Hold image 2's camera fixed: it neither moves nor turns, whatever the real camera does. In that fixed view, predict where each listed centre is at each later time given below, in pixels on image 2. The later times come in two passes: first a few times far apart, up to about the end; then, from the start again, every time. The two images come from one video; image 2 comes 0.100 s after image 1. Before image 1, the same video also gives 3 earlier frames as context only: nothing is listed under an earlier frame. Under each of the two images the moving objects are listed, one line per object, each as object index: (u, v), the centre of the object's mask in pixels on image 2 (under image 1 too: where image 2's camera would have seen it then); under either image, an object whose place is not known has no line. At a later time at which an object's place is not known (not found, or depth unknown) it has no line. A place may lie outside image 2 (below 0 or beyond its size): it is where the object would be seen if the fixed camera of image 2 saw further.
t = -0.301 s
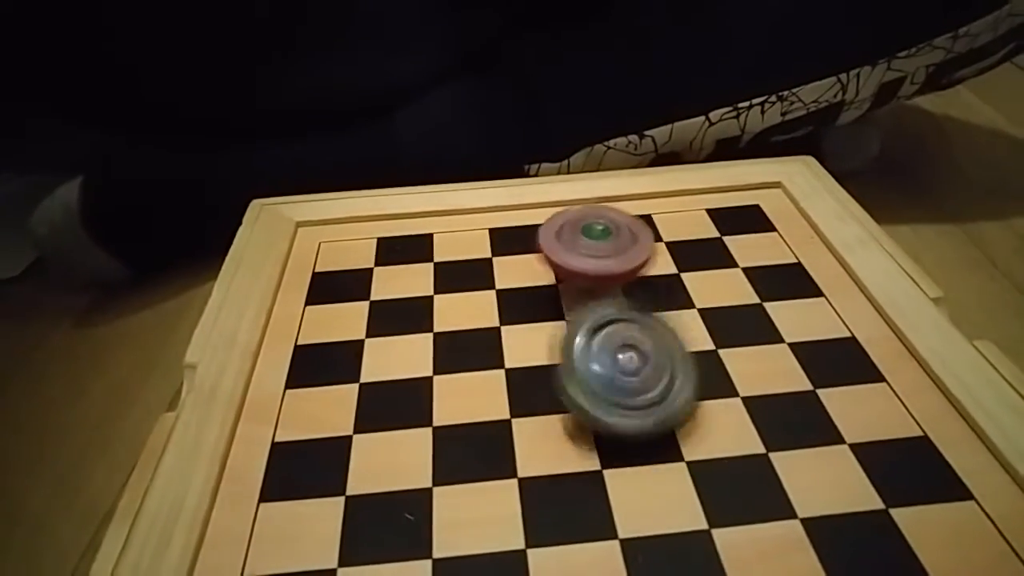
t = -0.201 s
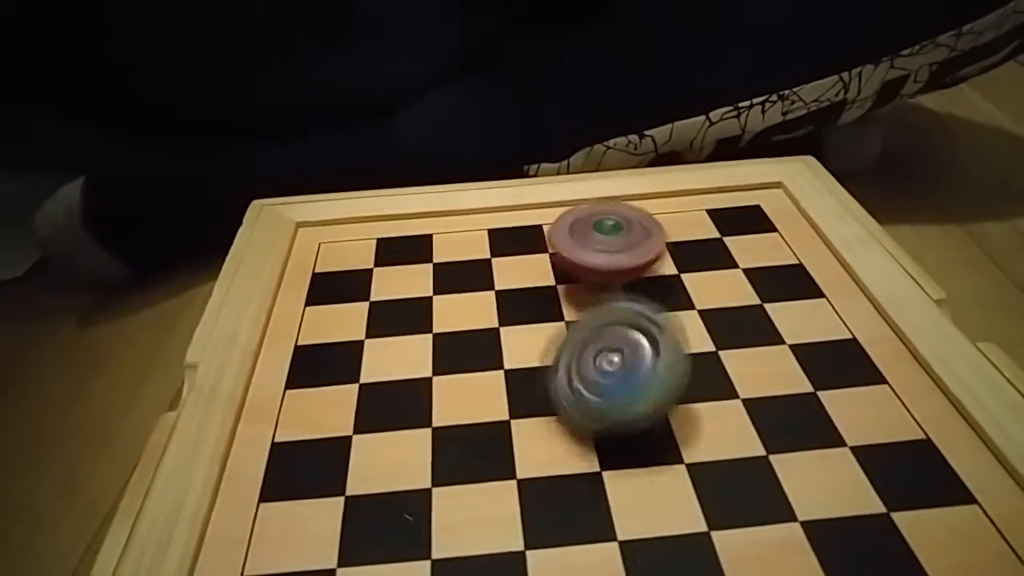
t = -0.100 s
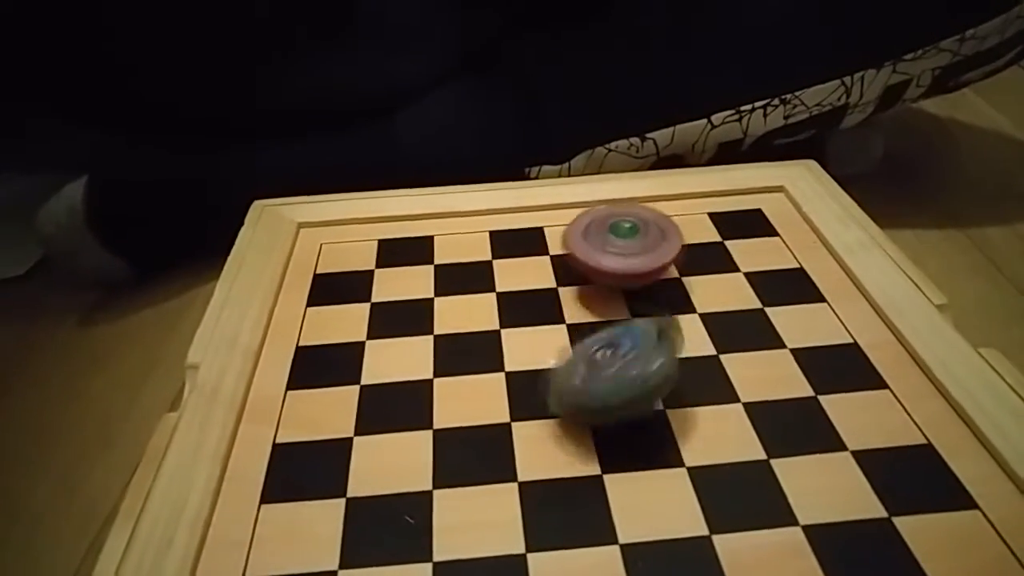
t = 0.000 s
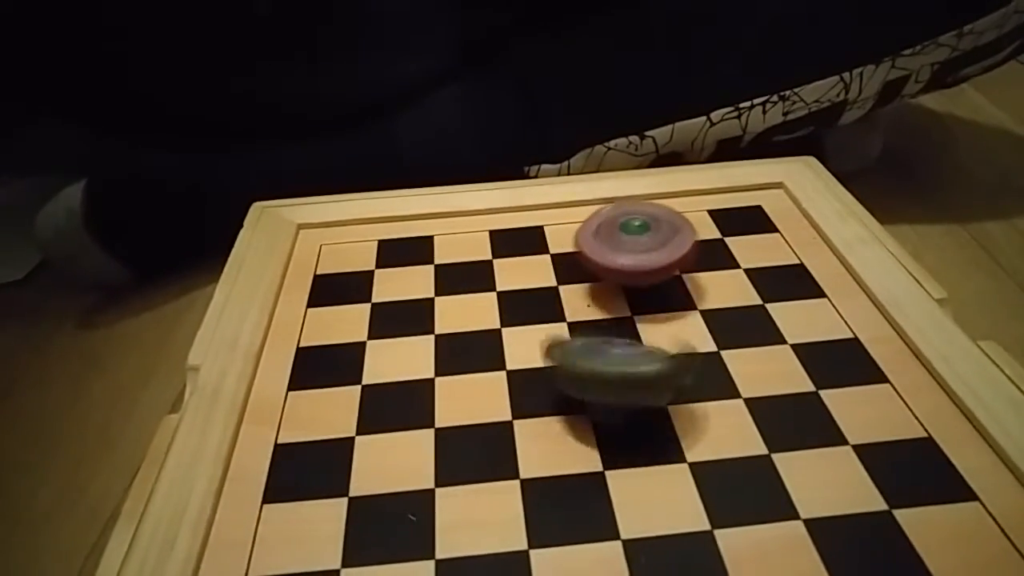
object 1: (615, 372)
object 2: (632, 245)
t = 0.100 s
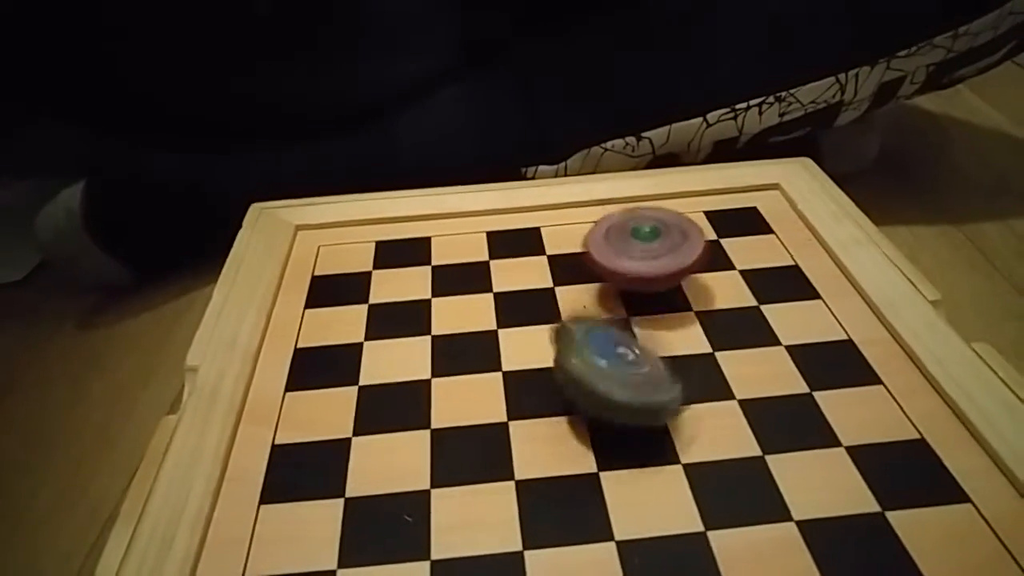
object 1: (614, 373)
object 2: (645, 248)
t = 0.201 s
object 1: (612, 369)
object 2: (652, 255)
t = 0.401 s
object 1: (613, 372)
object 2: (658, 273)
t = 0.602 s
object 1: (612, 374)
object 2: (647, 285)
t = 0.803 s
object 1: (570, 384)
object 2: (676, 276)
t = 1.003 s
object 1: (569, 387)
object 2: (709, 281)
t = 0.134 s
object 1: (612, 372)
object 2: (647, 250)
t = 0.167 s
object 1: (614, 373)
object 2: (650, 251)
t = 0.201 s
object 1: (612, 369)
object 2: (652, 255)
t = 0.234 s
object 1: (614, 369)
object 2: (656, 257)
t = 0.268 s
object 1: (610, 372)
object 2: (657, 259)
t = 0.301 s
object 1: (611, 371)
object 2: (659, 262)
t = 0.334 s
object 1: (612, 371)
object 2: (660, 264)
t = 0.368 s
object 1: (612, 368)
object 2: (660, 267)
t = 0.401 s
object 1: (613, 372)
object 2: (658, 273)
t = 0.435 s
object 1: (615, 371)
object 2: (657, 274)
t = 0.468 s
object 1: (619, 367)
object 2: (655, 276)
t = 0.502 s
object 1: (613, 371)
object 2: (653, 278)
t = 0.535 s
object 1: (612, 373)
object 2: (650, 281)
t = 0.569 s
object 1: (614, 376)
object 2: (646, 285)
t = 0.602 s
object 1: (612, 374)
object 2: (647, 285)
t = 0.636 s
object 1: (603, 373)
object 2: (653, 283)
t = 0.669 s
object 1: (593, 376)
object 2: (659, 280)
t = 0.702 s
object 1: (585, 378)
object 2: (664, 277)
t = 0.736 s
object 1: (580, 379)
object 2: (668, 276)
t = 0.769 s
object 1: (575, 384)
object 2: (672, 276)
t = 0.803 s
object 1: (570, 384)
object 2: (676, 276)
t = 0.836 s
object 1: (567, 383)
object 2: (683, 275)
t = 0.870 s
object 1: (567, 382)
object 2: (688, 274)
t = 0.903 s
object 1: (568, 382)
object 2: (693, 276)
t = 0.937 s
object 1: (568, 386)
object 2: (699, 277)
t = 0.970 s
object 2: (704, 279)
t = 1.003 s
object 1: (569, 387)
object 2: (709, 281)
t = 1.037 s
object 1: (567, 388)
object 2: (714, 282)
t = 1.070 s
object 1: (564, 391)
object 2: (719, 284)
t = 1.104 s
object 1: (564, 392)
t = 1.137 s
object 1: (563, 395)
